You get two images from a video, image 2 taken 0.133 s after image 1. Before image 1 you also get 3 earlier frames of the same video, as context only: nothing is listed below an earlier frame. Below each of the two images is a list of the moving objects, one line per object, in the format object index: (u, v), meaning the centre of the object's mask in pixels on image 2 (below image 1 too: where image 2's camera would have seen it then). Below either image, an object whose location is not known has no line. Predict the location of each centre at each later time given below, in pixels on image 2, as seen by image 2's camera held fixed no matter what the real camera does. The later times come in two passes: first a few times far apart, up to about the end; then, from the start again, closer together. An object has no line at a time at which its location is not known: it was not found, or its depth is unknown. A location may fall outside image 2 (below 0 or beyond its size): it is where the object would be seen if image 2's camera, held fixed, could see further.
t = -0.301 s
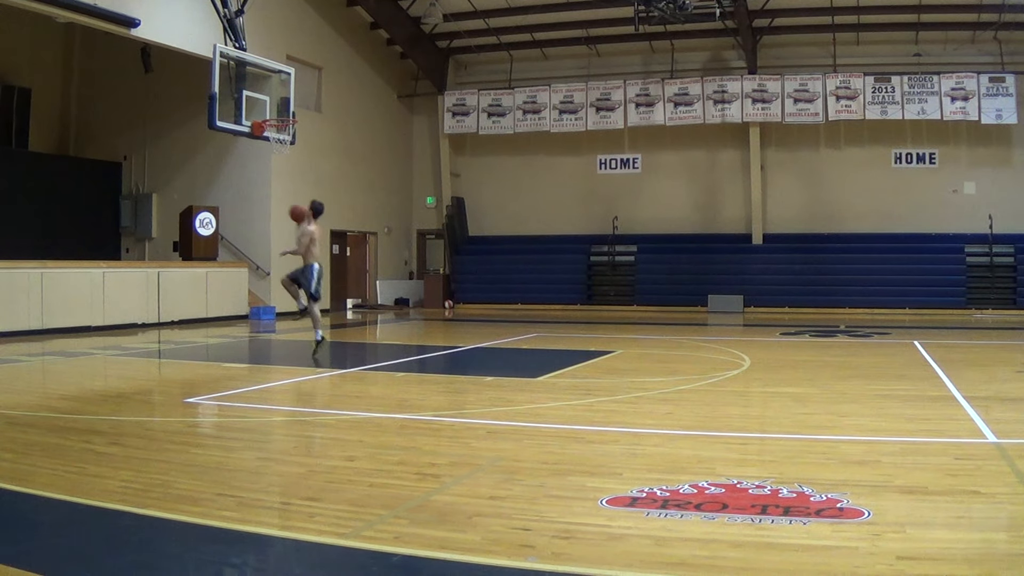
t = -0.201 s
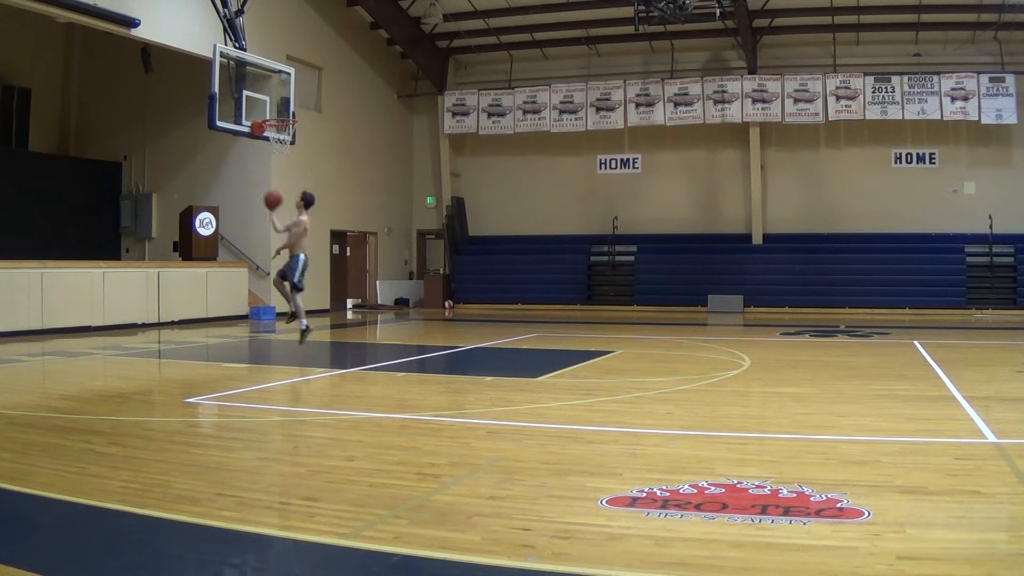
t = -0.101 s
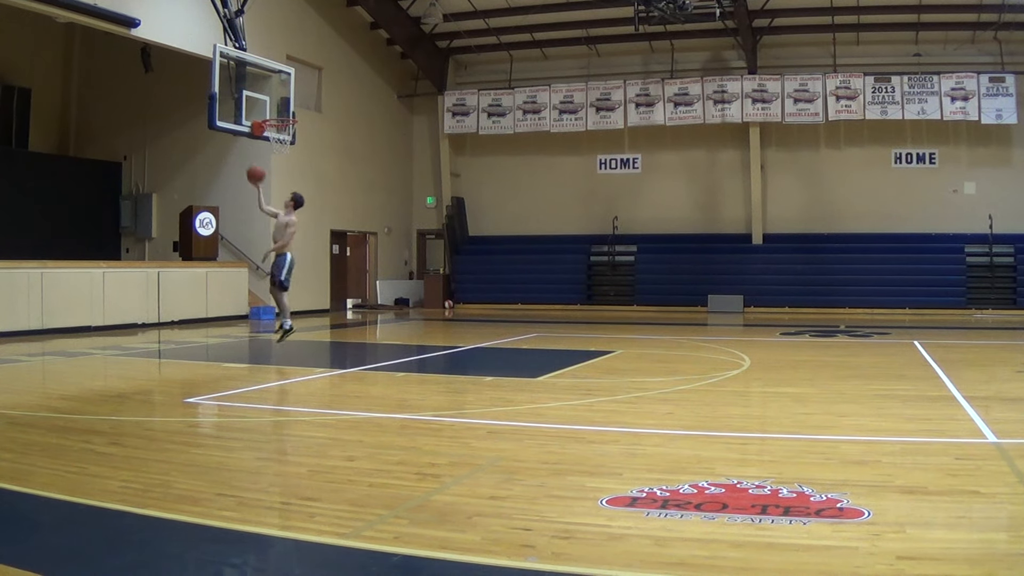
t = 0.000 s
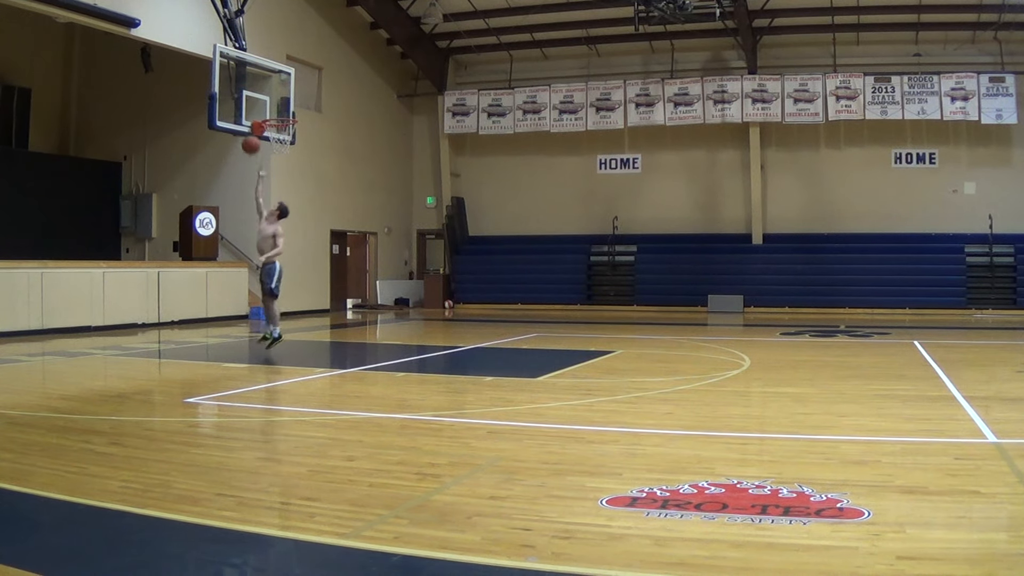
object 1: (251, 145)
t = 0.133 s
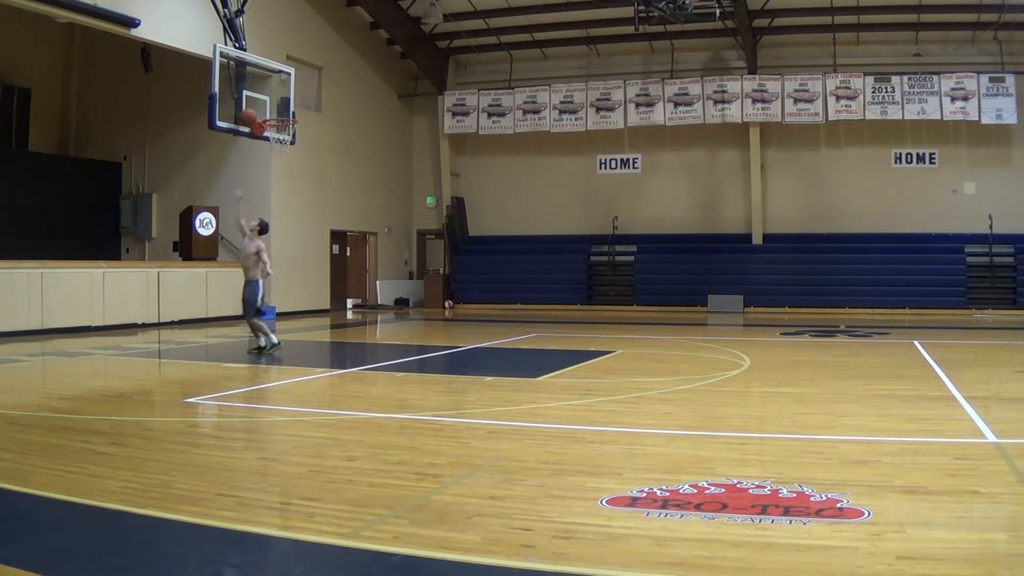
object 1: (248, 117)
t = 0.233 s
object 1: (255, 108)
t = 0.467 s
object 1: (284, 113)
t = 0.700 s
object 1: (273, 152)
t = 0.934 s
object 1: (261, 200)
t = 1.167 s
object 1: (249, 291)
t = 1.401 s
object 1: (237, 299)
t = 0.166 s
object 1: (248, 113)
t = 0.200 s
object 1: (251, 110)
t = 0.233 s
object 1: (255, 108)
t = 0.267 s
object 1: (260, 107)
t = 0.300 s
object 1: (264, 107)
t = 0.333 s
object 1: (267, 107)
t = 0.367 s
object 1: (272, 108)
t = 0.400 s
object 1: (276, 110)
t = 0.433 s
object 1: (280, 111)
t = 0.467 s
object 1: (284, 113)
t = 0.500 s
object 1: (288, 121)
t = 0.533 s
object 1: (286, 126)
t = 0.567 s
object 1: (284, 129)
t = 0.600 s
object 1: (281, 137)
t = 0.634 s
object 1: (278, 143)
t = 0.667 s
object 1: (274, 150)
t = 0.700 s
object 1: (273, 152)
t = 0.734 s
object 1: (272, 155)
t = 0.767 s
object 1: (270, 161)
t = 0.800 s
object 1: (268, 167)
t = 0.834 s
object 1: (266, 174)
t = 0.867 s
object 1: (264, 182)
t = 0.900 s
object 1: (263, 191)
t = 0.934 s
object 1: (261, 200)
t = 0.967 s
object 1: (259, 211)
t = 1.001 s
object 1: (258, 223)
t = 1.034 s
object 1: (256, 235)
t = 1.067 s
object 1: (254, 247)
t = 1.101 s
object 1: (253, 262)
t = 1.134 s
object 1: (251, 276)
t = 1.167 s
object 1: (249, 291)
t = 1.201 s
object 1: (247, 308)
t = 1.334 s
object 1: (241, 321)
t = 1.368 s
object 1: (239, 310)
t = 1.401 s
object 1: (237, 299)
